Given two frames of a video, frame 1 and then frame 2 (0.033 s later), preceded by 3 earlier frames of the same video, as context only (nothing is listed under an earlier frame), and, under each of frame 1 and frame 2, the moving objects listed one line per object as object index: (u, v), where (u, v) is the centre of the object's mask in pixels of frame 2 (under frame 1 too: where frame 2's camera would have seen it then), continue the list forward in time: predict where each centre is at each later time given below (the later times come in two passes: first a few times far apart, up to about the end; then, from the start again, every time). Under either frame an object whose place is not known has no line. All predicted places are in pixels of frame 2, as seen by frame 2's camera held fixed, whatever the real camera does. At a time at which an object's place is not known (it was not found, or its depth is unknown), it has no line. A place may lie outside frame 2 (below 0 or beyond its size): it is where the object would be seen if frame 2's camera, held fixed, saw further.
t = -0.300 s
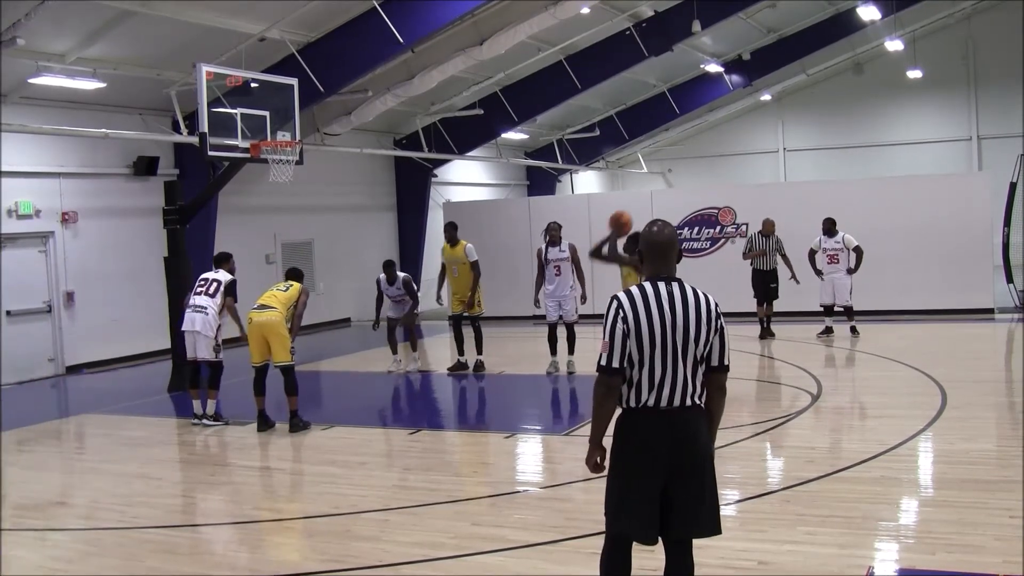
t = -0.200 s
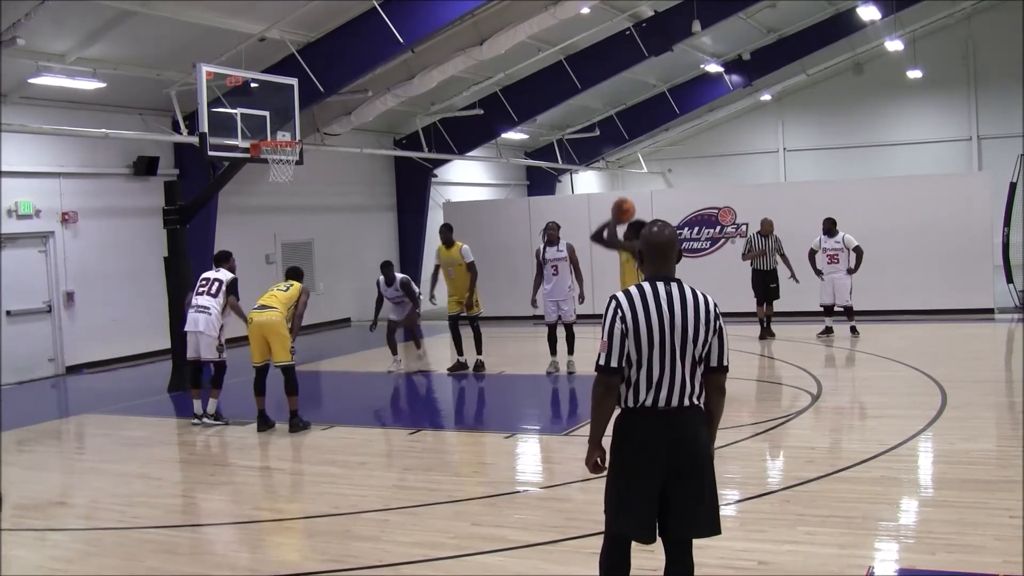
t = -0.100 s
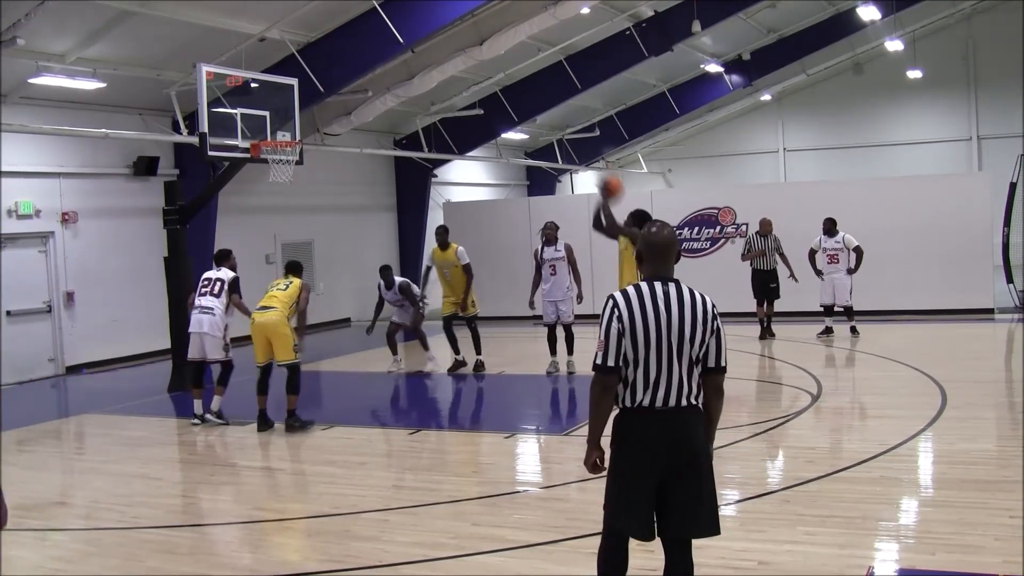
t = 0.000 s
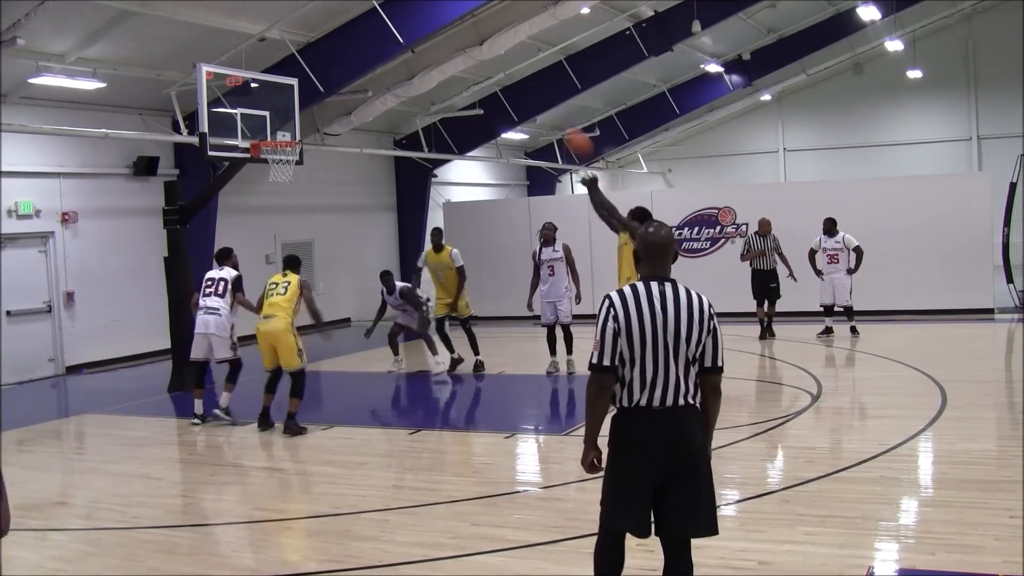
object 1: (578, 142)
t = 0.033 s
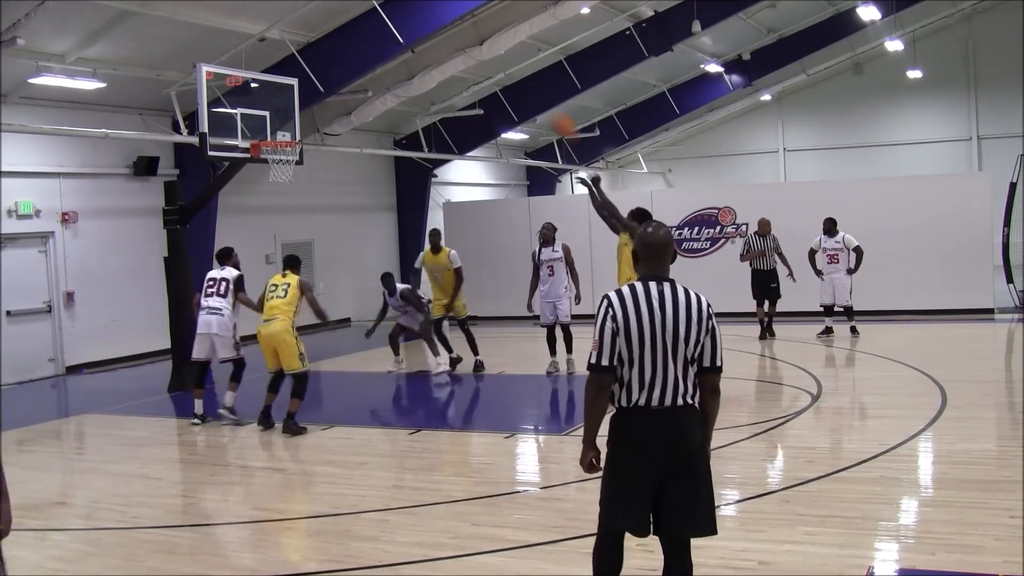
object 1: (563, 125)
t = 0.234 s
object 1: (491, 62)
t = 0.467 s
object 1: (416, 36)
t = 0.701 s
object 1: (350, 60)
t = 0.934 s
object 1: (290, 126)
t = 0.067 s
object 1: (550, 111)
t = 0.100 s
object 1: (538, 99)
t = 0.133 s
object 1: (528, 89)
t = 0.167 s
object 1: (516, 80)
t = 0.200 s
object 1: (502, 70)
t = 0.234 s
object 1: (491, 62)
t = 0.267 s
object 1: (480, 55)
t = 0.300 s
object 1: (469, 48)
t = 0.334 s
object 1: (458, 44)
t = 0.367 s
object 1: (447, 42)
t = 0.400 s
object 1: (435, 38)
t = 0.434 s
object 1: (426, 37)
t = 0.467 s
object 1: (416, 36)
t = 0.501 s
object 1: (406, 37)
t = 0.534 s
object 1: (395, 39)
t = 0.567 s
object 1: (386, 41)
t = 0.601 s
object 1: (377, 45)
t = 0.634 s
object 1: (368, 49)
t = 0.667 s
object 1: (359, 54)
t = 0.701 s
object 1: (350, 60)
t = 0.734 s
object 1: (341, 67)
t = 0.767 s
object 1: (332, 75)
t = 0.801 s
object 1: (324, 84)
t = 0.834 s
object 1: (315, 93)
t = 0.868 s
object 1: (308, 102)
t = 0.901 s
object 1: (299, 114)
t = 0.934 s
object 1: (290, 126)
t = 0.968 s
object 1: (282, 136)
